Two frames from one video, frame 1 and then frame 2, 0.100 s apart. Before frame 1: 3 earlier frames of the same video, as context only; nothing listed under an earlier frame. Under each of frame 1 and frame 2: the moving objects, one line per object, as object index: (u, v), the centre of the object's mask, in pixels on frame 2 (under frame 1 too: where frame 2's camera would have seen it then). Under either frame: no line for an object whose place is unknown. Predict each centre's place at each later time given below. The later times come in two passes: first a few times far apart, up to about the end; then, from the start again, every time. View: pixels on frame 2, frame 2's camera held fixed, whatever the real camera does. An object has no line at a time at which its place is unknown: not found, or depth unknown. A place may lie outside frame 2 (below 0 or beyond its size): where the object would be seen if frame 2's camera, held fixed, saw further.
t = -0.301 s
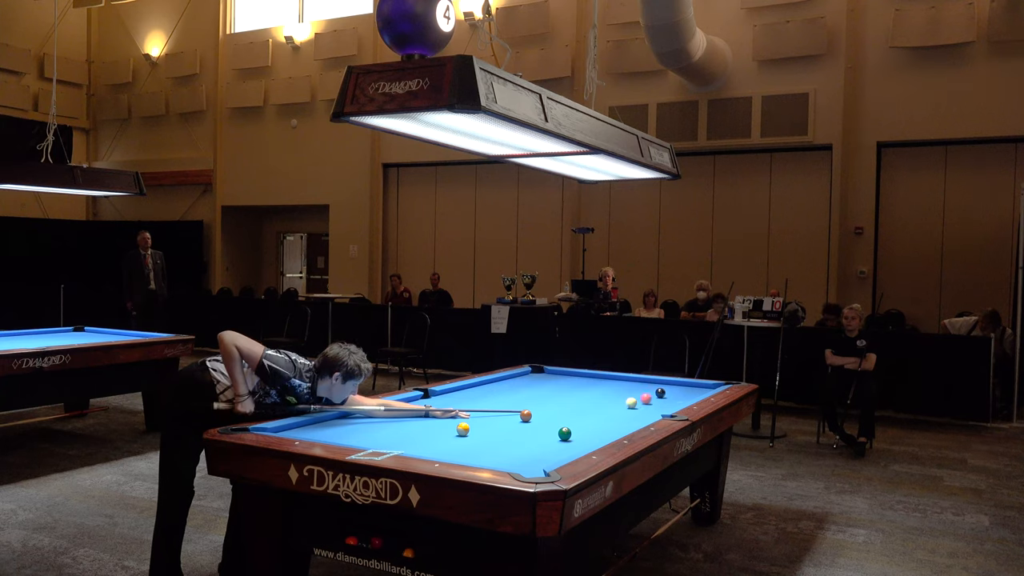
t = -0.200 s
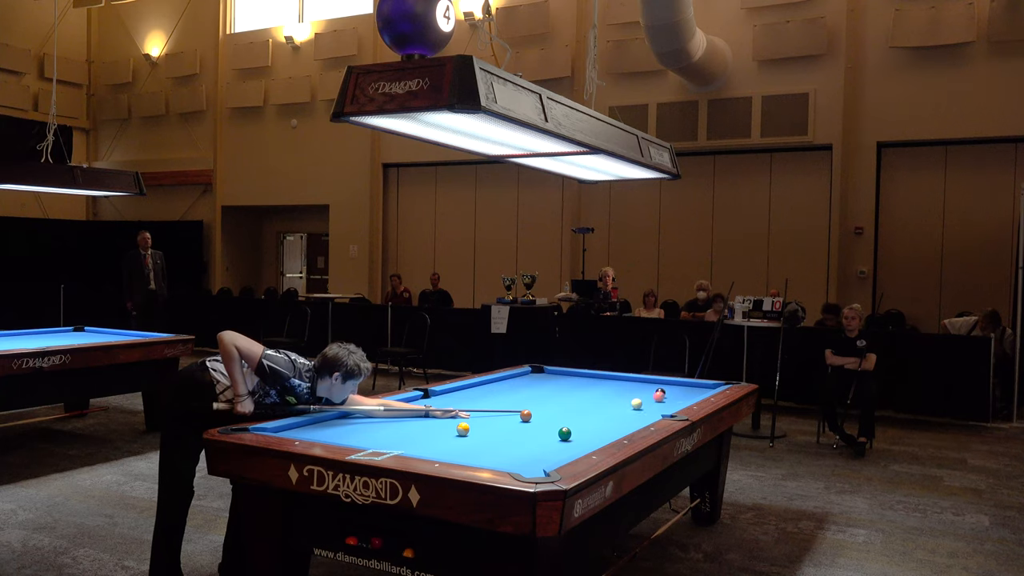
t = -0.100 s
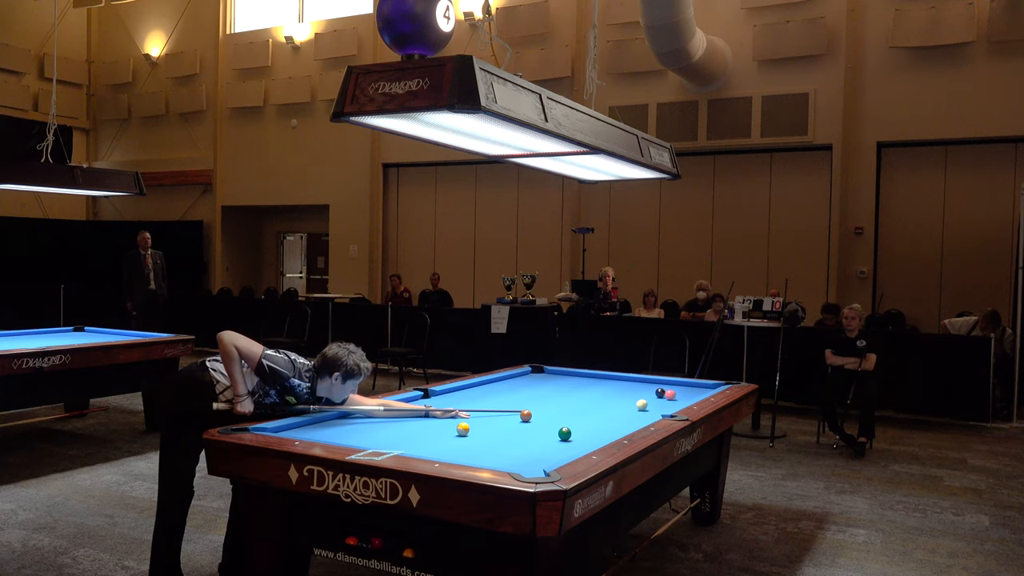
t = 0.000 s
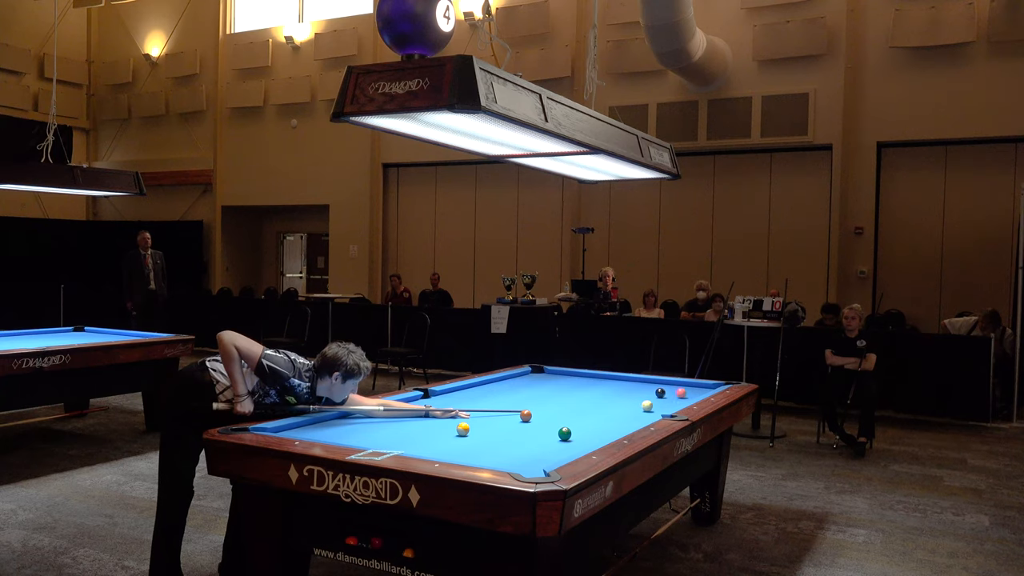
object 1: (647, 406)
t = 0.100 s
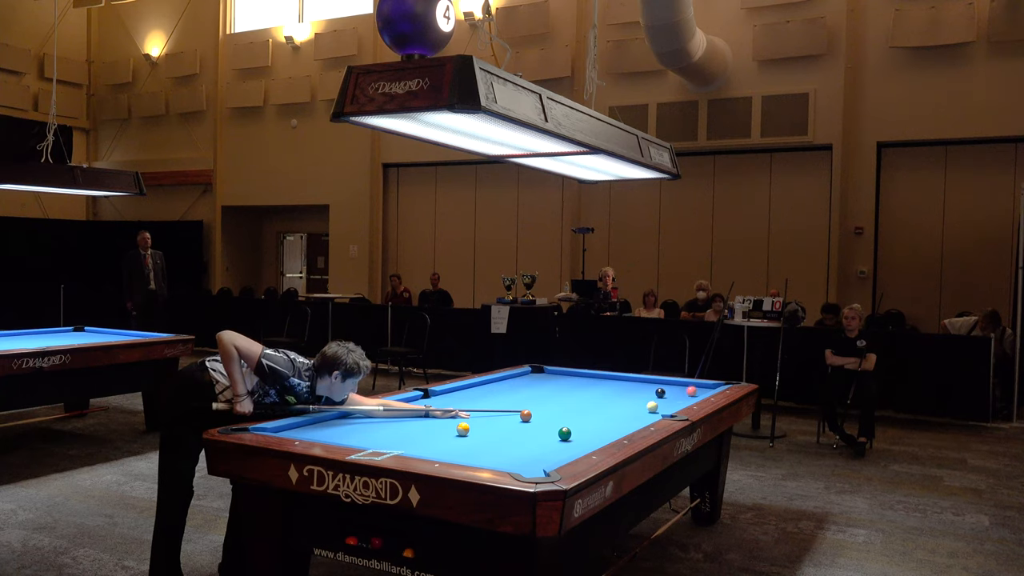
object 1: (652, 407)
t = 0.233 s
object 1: (659, 408)
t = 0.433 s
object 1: (666, 408)
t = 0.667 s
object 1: (657, 410)
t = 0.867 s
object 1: (649, 411)
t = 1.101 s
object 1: (641, 411)
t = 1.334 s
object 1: (633, 411)
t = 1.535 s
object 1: (627, 412)
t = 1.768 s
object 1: (620, 412)
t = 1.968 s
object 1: (616, 412)
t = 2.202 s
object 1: (610, 412)
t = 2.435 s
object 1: (606, 412)
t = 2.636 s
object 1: (603, 412)
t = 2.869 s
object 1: (600, 413)
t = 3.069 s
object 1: (599, 413)
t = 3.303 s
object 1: (597, 413)
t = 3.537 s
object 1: (596, 413)
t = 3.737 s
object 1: (596, 413)
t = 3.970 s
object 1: (596, 413)
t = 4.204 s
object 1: (596, 413)
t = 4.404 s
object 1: (596, 413)
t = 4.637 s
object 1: (597, 413)
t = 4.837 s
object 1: (597, 413)
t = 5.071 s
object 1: (596, 413)
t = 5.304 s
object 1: (596, 413)
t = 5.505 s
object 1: (597, 413)
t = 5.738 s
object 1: (596, 413)
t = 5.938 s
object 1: (597, 413)
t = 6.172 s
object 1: (596, 413)
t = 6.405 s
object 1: (597, 413)
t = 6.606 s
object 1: (597, 413)
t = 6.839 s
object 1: (597, 413)
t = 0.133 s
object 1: (654, 407)
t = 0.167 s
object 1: (655, 407)
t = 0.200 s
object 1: (657, 408)
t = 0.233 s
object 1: (659, 408)
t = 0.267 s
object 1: (660, 408)
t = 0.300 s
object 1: (662, 408)
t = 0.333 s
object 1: (663, 408)
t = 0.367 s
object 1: (665, 408)
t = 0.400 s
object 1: (666, 408)
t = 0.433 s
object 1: (666, 408)
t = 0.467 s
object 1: (665, 408)
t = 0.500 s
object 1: (663, 408)
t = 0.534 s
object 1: (662, 409)
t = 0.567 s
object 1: (661, 409)
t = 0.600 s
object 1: (659, 409)
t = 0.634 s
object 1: (658, 410)
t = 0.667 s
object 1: (657, 410)
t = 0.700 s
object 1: (656, 410)
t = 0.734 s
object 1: (655, 410)
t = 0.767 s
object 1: (653, 410)
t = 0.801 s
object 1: (652, 410)
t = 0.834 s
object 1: (651, 410)
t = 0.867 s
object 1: (649, 411)
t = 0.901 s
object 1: (648, 411)
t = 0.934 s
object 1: (647, 411)
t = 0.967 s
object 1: (646, 411)
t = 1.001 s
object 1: (644, 411)
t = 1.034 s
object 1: (643, 411)
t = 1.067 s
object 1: (642, 411)
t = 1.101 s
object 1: (641, 411)
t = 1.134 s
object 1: (640, 411)
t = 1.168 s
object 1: (639, 411)
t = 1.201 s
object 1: (638, 411)
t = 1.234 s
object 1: (636, 411)
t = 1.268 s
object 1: (635, 411)
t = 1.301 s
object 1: (634, 411)
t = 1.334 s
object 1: (633, 411)
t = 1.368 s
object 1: (632, 411)
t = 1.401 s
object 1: (631, 412)
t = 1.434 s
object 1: (630, 412)
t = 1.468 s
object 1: (629, 412)
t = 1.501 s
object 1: (628, 412)
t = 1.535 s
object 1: (627, 412)
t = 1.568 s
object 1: (626, 412)
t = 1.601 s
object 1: (625, 412)
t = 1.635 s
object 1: (624, 412)
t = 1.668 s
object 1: (623, 412)
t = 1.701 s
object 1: (622, 412)
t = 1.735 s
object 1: (621, 412)
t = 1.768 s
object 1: (620, 412)
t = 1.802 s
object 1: (620, 412)
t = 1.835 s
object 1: (619, 412)
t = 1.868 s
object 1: (618, 412)
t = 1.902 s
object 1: (617, 412)
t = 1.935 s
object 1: (616, 412)
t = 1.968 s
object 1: (616, 412)
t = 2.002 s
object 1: (615, 412)
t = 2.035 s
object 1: (614, 412)
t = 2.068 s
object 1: (613, 412)
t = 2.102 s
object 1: (613, 412)
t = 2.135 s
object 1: (612, 412)
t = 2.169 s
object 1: (611, 412)
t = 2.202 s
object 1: (610, 412)
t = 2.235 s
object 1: (610, 412)
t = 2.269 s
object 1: (609, 412)
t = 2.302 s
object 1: (609, 412)
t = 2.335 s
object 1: (608, 412)
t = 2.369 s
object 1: (607, 412)
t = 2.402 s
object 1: (607, 412)
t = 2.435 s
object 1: (606, 412)
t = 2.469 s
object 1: (606, 412)
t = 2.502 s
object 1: (605, 412)
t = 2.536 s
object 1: (605, 412)
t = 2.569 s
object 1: (604, 412)
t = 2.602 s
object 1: (604, 412)
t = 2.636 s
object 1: (603, 412)
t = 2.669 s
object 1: (603, 412)
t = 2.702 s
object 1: (602, 412)
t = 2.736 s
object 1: (602, 412)
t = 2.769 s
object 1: (602, 412)
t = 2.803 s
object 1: (601, 412)
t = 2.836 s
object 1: (601, 413)
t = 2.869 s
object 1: (600, 413)
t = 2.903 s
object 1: (600, 413)
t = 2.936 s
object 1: (600, 413)
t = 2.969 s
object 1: (599, 413)
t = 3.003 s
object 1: (599, 413)
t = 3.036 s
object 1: (599, 413)
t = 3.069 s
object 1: (599, 413)
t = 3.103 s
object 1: (598, 413)
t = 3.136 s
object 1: (598, 413)
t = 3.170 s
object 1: (598, 413)
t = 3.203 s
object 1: (598, 413)
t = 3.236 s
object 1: (598, 413)
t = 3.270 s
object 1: (597, 413)
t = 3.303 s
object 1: (597, 413)
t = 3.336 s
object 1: (597, 413)
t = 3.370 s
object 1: (597, 413)
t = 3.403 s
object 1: (597, 413)
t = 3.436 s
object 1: (597, 413)
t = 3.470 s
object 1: (597, 413)
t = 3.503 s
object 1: (596, 413)
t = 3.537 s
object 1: (596, 413)
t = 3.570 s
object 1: (596, 413)
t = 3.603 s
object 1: (596, 413)
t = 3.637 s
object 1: (596, 413)
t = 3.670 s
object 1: (596, 413)
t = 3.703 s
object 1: (596, 413)
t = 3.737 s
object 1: (596, 413)
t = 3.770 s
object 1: (596, 413)
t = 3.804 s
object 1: (596, 413)
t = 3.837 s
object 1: (596, 413)
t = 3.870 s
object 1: (596, 413)
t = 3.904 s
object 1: (596, 413)
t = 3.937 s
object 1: (596, 413)
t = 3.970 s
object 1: (596, 413)
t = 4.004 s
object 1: (596, 413)
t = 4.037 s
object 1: (596, 413)
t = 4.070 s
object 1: (596, 413)
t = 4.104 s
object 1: (596, 413)
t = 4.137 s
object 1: (596, 413)
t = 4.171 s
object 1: (596, 413)
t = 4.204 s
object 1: (596, 413)
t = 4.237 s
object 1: (596, 413)
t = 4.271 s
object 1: (596, 413)
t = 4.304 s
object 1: (596, 413)
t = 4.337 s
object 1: (596, 413)
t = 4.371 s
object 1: (596, 413)
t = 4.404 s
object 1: (596, 413)
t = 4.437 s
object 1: (596, 413)
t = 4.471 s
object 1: (596, 413)
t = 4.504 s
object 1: (596, 413)
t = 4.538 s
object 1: (596, 413)
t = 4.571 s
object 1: (596, 413)
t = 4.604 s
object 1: (596, 413)
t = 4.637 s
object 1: (597, 413)
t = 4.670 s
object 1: (596, 413)
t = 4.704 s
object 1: (597, 413)
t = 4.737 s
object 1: (597, 413)
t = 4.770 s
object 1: (597, 413)
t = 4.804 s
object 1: (597, 413)
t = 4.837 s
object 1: (597, 413)
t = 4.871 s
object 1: (597, 413)
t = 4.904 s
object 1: (597, 413)
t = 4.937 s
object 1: (597, 413)
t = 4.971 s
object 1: (596, 413)
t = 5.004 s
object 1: (597, 413)
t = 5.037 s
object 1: (597, 413)
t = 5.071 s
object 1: (596, 413)
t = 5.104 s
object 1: (596, 413)
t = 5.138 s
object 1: (597, 413)
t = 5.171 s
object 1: (596, 413)
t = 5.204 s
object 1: (597, 413)
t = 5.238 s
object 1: (596, 413)
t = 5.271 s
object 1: (596, 413)
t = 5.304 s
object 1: (596, 413)
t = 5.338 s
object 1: (597, 413)
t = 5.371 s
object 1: (597, 413)
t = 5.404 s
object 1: (597, 413)
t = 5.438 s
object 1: (597, 413)
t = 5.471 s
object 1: (597, 413)
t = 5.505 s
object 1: (597, 413)
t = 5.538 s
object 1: (597, 413)
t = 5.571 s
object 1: (596, 413)
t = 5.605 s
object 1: (596, 413)
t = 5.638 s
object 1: (596, 413)
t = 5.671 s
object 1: (597, 413)
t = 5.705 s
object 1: (597, 413)
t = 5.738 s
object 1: (596, 413)
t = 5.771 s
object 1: (596, 413)
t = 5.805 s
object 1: (596, 413)
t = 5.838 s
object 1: (596, 413)
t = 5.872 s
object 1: (597, 413)
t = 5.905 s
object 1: (596, 413)
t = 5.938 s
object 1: (597, 413)
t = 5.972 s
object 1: (597, 413)
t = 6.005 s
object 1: (597, 413)
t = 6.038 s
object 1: (596, 413)
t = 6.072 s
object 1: (597, 413)
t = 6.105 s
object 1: (596, 413)
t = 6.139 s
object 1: (596, 413)
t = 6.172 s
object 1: (596, 413)
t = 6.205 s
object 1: (596, 413)
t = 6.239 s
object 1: (597, 413)
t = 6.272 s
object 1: (597, 413)
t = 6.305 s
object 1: (597, 413)
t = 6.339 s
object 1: (596, 413)
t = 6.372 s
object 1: (596, 413)
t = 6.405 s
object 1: (597, 413)
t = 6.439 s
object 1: (597, 413)
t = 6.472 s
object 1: (596, 413)
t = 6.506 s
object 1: (597, 413)
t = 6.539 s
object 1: (596, 413)
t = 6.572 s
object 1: (597, 413)
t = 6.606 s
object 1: (597, 413)
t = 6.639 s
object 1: (597, 413)
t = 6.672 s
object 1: (596, 413)
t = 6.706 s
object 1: (596, 413)
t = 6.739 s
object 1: (597, 413)
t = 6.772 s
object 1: (596, 413)
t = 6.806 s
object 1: (596, 413)
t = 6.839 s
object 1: (597, 413)
